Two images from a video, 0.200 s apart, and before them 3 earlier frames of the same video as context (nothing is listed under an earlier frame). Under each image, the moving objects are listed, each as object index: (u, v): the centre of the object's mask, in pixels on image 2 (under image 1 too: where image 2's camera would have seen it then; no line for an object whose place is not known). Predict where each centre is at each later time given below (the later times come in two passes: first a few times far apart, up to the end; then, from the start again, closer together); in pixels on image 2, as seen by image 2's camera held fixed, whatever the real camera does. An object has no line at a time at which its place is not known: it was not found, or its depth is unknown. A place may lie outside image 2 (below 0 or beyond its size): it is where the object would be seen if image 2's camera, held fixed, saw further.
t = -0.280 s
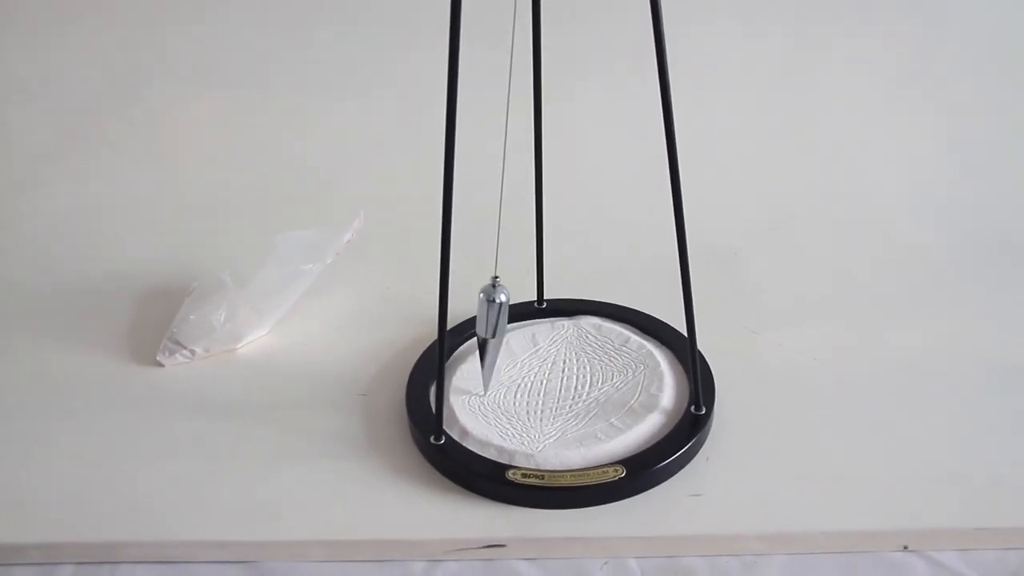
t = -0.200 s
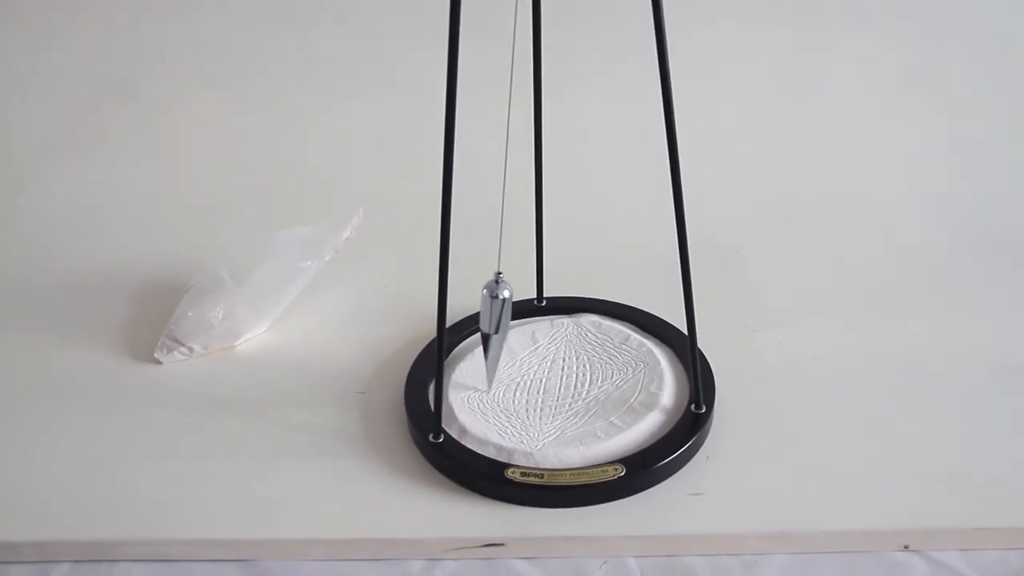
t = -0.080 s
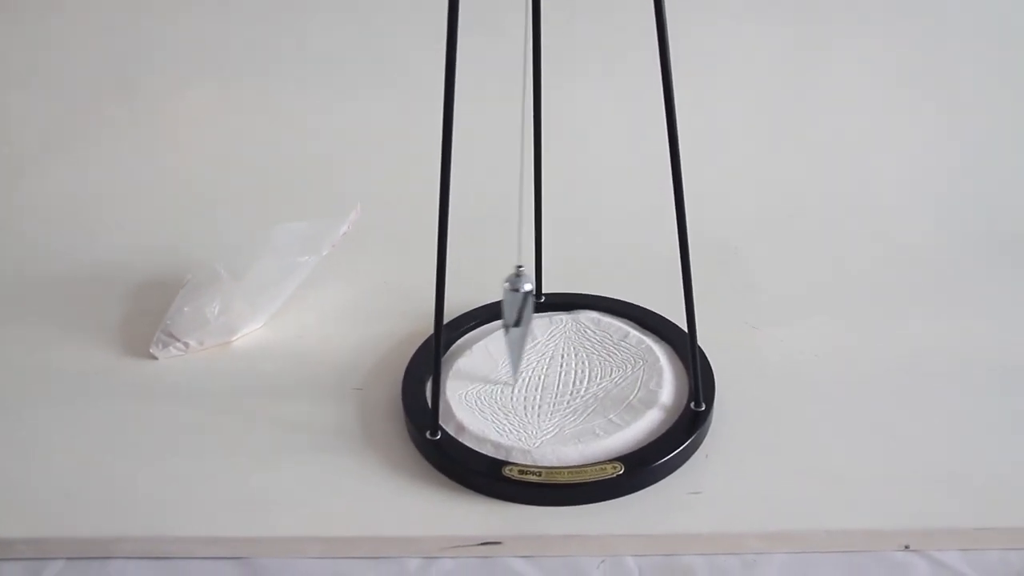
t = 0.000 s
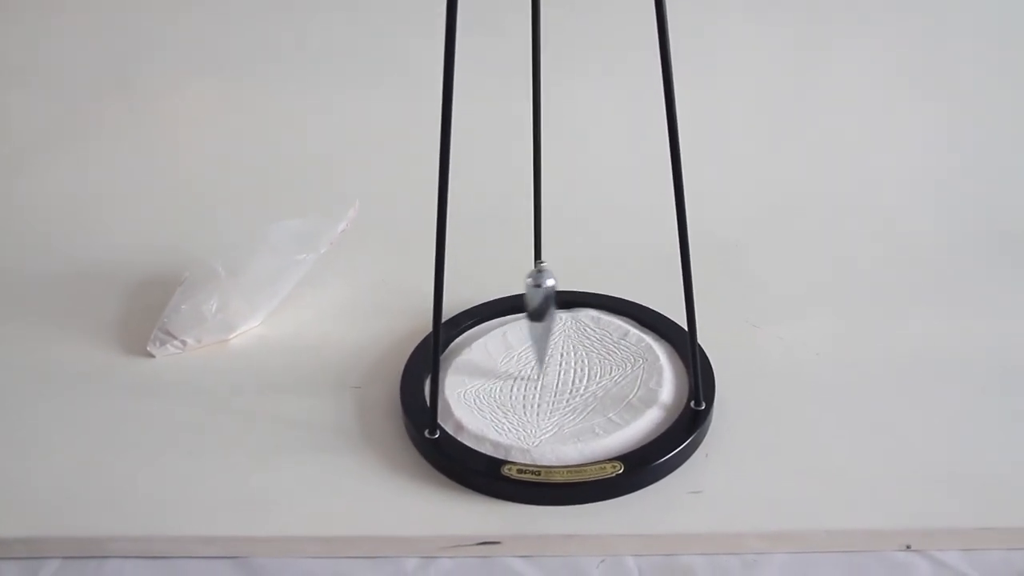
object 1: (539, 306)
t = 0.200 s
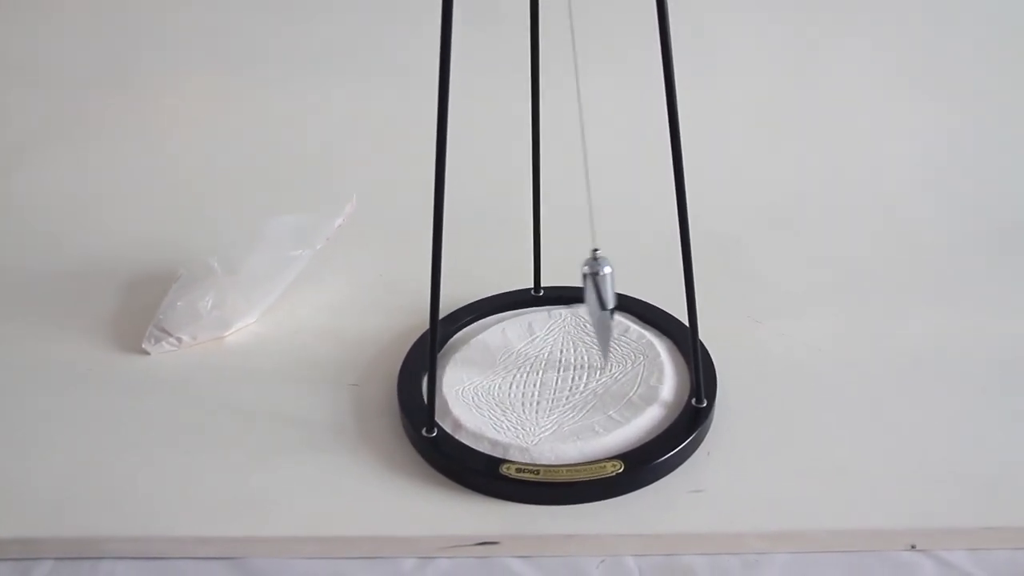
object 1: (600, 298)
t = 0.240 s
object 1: (608, 297)
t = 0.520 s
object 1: (593, 301)
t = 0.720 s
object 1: (530, 309)
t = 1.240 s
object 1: (543, 314)
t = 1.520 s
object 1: (613, 298)
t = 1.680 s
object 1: (606, 294)
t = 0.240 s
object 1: (608, 297)
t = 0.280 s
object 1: (613, 296)
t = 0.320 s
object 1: (616, 296)
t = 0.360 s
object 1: (617, 296)
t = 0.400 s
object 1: (614, 297)
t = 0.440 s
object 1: (609, 298)
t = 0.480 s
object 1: (602, 299)
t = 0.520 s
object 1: (593, 301)
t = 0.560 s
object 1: (582, 302)
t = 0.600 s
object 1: (570, 304)
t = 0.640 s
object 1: (556, 306)
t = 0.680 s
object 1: (542, 305)
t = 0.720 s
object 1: (530, 309)
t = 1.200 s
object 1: (530, 315)
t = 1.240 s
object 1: (543, 314)
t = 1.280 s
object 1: (557, 312)
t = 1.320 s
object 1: (570, 308)
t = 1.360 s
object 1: (582, 307)
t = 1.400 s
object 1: (593, 304)
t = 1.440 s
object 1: (602, 301)
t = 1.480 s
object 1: (609, 299)
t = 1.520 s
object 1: (613, 298)
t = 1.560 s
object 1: (615, 296)
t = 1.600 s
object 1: (614, 295)
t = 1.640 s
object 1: (611, 294)
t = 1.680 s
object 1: (606, 294)
